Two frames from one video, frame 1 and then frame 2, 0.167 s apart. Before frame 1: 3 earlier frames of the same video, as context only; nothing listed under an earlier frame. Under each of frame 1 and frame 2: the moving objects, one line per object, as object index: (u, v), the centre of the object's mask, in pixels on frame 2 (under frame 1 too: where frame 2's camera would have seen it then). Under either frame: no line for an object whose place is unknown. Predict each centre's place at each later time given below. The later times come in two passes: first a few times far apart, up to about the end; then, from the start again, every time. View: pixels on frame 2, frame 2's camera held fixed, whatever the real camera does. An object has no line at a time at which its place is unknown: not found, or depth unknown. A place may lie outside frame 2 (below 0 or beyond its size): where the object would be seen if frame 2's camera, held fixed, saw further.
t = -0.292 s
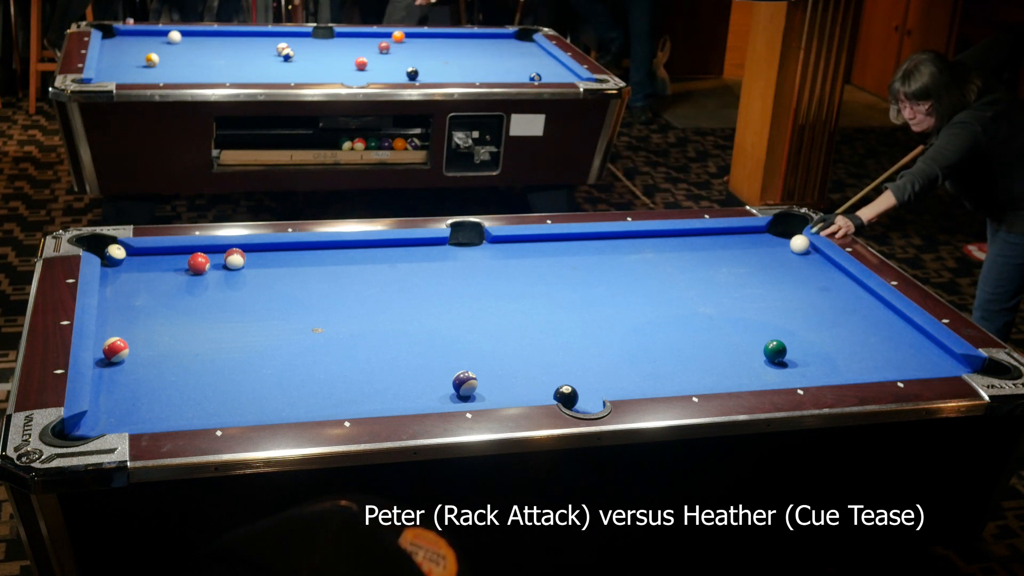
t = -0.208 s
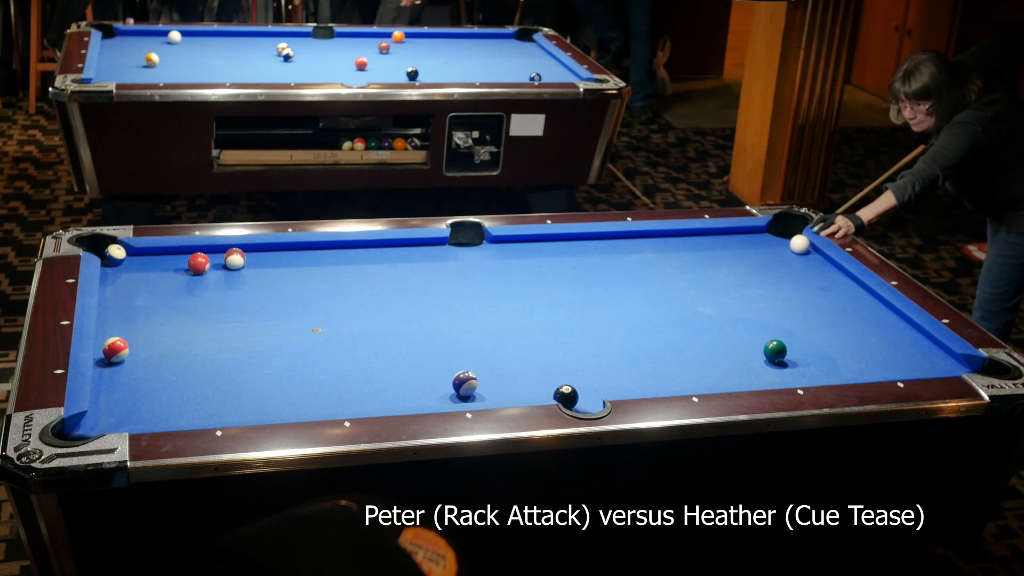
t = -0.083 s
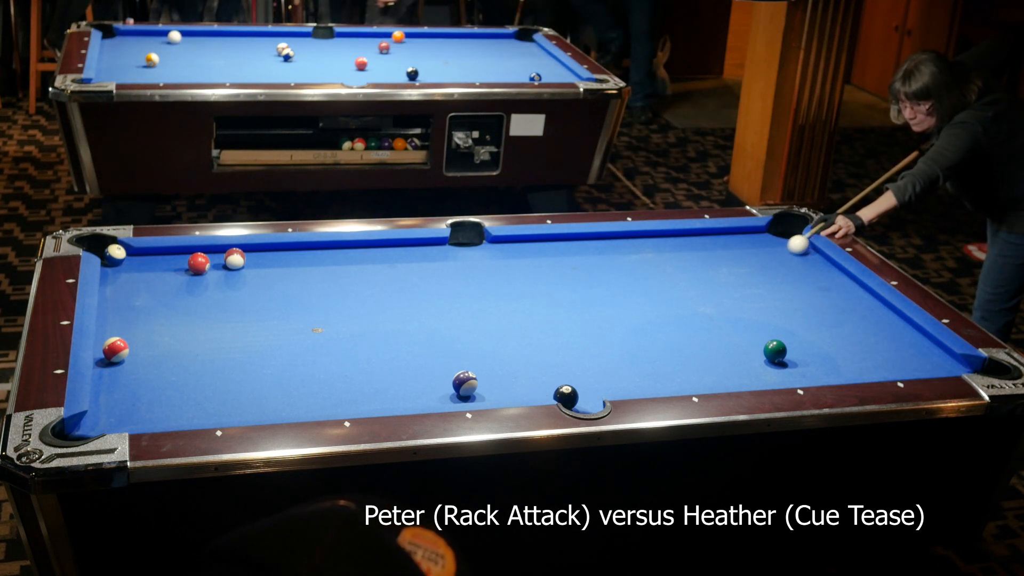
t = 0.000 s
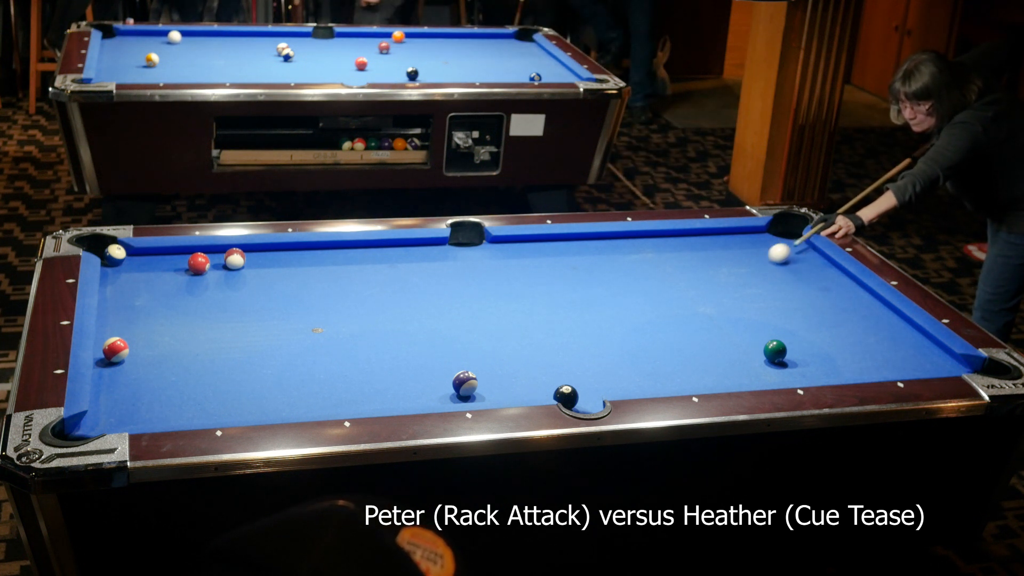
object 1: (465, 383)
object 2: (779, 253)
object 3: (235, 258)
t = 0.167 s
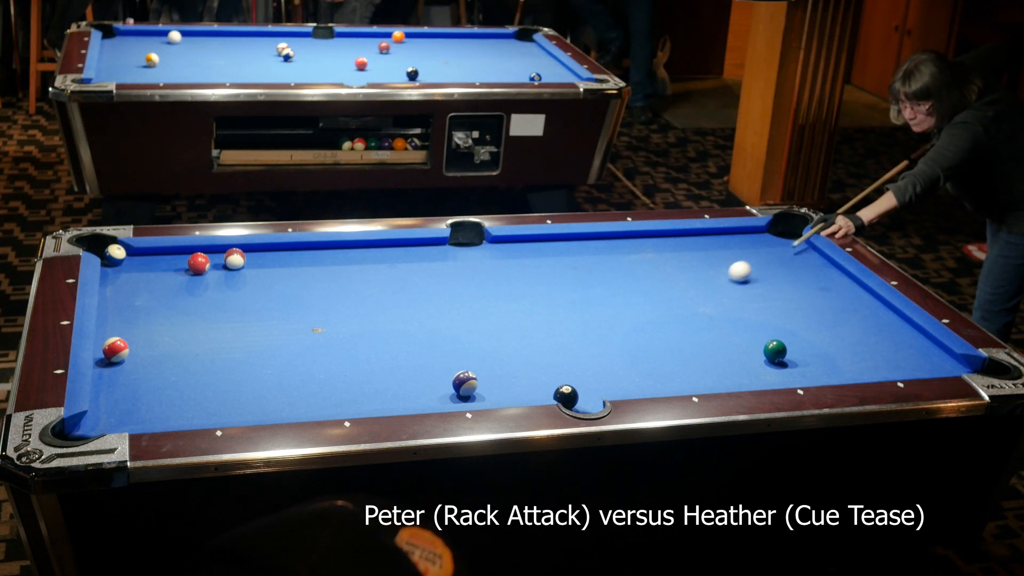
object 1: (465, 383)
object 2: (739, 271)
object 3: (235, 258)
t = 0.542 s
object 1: (465, 383)
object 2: (639, 316)
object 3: (235, 258)
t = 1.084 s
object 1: (443, 383)
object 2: (483, 394)
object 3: (235, 258)
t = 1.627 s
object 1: (331, 377)
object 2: (406, 357)
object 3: (235, 258)
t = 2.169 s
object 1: (235, 373)
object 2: (346, 324)
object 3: (235, 258)
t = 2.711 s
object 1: (157, 369)
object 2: (301, 298)
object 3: (235, 258)
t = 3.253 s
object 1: (113, 365)
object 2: (267, 277)
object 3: (235, 258)
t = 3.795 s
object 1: (141, 361)
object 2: (249, 264)
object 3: (230, 256)
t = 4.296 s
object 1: (158, 358)
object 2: (249, 262)
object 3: (220, 251)
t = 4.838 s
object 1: (166, 358)
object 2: (249, 262)
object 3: (218, 251)
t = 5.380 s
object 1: (166, 358)
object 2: (249, 262)
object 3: (219, 251)
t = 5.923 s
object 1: (166, 358)
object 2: (249, 262)
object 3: (219, 251)
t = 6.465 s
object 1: (166, 358)
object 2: (249, 262)
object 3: (219, 251)
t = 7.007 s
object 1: (166, 358)
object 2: (249, 262)
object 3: (219, 251)
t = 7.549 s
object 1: (166, 358)
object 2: (249, 262)
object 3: (219, 251)
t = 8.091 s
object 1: (166, 358)
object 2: (249, 262)
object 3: (219, 251)
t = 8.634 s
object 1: (166, 358)
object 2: (249, 262)
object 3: (219, 251)
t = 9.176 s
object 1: (166, 358)
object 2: (249, 262)
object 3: (219, 251)
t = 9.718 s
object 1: (166, 358)
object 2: (249, 262)
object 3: (219, 251)
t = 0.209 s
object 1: (465, 383)
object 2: (729, 276)
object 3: (235, 258)
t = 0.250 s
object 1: (465, 383)
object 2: (718, 281)
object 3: (235, 258)
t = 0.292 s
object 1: (465, 383)
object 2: (708, 285)
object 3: (235, 258)
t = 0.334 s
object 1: (465, 383)
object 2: (696, 290)
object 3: (235, 258)
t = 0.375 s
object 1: (465, 383)
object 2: (686, 295)
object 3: (235, 258)
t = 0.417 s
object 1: (465, 383)
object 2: (674, 301)
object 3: (235, 258)
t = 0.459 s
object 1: (465, 383)
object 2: (663, 305)
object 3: (235, 258)
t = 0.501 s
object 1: (465, 383)
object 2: (651, 311)
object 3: (235, 258)
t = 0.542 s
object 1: (465, 383)
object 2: (639, 316)
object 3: (235, 258)
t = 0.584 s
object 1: (465, 383)
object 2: (627, 322)
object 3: (235, 258)
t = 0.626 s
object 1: (465, 383)
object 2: (614, 327)
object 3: (235, 258)
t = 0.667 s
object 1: (465, 383)
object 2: (602, 333)
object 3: (235, 258)
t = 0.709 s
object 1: (465, 383)
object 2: (589, 340)
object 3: (235, 258)
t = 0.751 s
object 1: (465, 383)
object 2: (575, 346)
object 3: (235, 258)
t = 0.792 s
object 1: (465, 383)
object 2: (562, 351)
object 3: (235, 258)
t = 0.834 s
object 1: (465, 383)
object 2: (548, 358)
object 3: (235, 258)
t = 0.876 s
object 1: (465, 383)
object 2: (535, 364)
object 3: (235, 258)
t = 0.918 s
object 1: (465, 383)
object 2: (520, 371)
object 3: (235, 258)
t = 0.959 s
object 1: (465, 383)
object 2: (506, 378)
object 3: (235, 258)
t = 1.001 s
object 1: (465, 383)
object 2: (491, 385)
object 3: (235, 258)
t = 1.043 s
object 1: (453, 383)
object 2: (488, 390)
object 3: (235, 258)
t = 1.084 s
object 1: (443, 383)
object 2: (483, 394)
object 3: (235, 258)
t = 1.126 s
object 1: (433, 382)
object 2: (477, 392)
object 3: (235, 258)
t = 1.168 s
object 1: (424, 382)
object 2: (470, 390)
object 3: (235, 258)
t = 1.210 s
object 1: (415, 382)
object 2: (464, 388)
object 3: (235, 258)
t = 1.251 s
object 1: (406, 381)
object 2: (457, 384)
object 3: (235, 258)
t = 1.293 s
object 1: (397, 381)
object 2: (451, 381)
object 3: (235, 258)
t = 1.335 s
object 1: (389, 380)
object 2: (445, 378)
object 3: (235, 258)
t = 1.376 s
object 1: (380, 380)
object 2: (439, 375)
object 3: (235, 258)
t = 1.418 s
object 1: (372, 380)
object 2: (433, 372)
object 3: (235, 258)
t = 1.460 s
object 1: (364, 379)
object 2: (427, 369)
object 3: (235, 258)
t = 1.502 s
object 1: (355, 378)
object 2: (422, 365)
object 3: (235, 258)
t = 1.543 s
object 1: (347, 378)
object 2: (416, 363)
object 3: (235, 258)
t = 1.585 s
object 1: (339, 378)
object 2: (411, 360)
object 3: (235, 258)
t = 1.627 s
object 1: (331, 377)
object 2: (406, 357)
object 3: (235, 258)
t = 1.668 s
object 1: (323, 377)
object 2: (401, 354)
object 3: (235, 258)
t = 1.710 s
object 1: (315, 377)
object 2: (396, 351)
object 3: (235, 258)
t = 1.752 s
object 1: (308, 376)
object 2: (391, 349)
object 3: (235, 258)
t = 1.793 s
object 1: (300, 376)
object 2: (386, 346)
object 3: (235, 258)
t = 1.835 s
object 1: (293, 376)
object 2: (381, 343)
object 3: (235, 258)
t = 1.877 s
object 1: (285, 375)
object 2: (377, 341)
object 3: (235, 258)
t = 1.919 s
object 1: (278, 375)
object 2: (372, 338)
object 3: (235, 258)
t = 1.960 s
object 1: (270, 375)
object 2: (367, 336)
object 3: (235, 258)
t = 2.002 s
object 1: (263, 374)
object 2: (363, 333)
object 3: (235, 258)
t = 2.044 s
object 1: (256, 374)
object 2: (359, 331)
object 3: (235, 258)
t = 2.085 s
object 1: (249, 374)
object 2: (355, 328)
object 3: (235, 258)
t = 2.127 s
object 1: (242, 373)
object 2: (351, 326)
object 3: (235, 258)
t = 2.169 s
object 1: (235, 373)
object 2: (346, 324)
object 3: (235, 258)
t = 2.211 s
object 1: (229, 373)
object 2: (342, 322)
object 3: (235, 258)
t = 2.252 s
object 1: (222, 372)
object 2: (338, 319)
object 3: (235, 258)
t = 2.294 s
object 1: (216, 372)
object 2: (335, 317)
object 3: (235, 258)
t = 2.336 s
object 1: (210, 372)
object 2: (331, 315)
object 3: (235, 258)
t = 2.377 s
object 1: (204, 371)
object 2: (327, 313)
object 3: (235, 258)
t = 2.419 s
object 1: (197, 371)
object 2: (324, 311)
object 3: (235, 258)
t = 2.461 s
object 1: (191, 371)
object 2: (320, 309)
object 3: (235, 258)
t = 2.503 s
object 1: (185, 370)
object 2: (317, 307)
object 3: (235, 258)
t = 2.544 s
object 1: (179, 370)
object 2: (313, 305)
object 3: (235, 258)
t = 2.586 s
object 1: (174, 370)
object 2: (310, 303)
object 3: (235, 258)
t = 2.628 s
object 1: (168, 370)
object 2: (307, 301)
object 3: (235, 258)
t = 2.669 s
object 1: (162, 370)
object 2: (304, 299)
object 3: (235, 258)
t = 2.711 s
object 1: (157, 369)
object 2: (301, 298)
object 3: (235, 258)
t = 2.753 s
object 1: (151, 369)
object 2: (297, 296)
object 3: (235, 258)
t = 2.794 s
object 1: (146, 369)
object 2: (295, 294)
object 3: (235, 258)
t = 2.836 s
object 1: (141, 369)
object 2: (292, 293)
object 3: (235, 258)
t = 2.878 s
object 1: (136, 369)
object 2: (289, 291)
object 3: (235, 258)
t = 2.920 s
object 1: (131, 368)
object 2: (286, 289)
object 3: (235, 258)
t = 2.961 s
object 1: (127, 368)
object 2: (284, 288)
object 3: (235, 258)
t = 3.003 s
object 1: (122, 368)
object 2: (281, 286)
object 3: (235, 258)
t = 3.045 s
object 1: (116, 367)
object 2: (279, 284)
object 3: (235, 258)
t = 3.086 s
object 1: (112, 367)
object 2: (276, 283)
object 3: (235, 258)
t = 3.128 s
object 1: (107, 367)
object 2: (274, 282)
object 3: (235, 258)
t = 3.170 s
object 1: (107, 366)
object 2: (271, 280)
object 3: (235, 258)
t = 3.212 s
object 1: (110, 365)
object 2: (269, 279)
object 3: (235, 258)
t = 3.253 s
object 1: (113, 365)
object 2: (267, 277)
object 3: (235, 258)
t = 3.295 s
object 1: (115, 365)
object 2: (265, 276)
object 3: (235, 258)
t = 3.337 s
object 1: (118, 364)
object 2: (263, 274)
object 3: (235, 258)
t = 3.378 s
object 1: (121, 364)
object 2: (261, 273)
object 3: (235, 258)
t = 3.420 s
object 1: (123, 364)
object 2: (259, 272)
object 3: (235, 258)
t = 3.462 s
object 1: (125, 364)
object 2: (257, 270)
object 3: (235, 258)
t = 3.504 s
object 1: (128, 364)
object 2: (255, 269)
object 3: (235, 258)
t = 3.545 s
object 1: (130, 363)
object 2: (254, 268)
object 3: (234, 258)
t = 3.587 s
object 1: (132, 363)
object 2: (252, 267)
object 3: (234, 258)
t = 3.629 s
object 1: (134, 363)
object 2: (250, 266)
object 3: (233, 258)
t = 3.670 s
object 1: (136, 363)
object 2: (248, 265)
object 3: (233, 257)
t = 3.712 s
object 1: (138, 362)
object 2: (249, 264)
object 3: (232, 257)
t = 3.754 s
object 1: (139, 362)
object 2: (248, 264)
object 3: (231, 257)
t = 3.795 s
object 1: (141, 361)
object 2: (249, 264)
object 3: (230, 256)
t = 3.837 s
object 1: (143, 361)
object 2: (249, 263)
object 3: (229, 255)
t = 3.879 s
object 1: (145, 360)
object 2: (249, 263)
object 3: (229, 255)
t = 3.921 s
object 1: (146, 360)
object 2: (249, 263)
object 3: (227, 255)
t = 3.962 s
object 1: (148, 360)
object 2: (249, 262)
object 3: (226, 254)
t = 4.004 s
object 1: (149, 359)
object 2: (249, 262)
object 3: (225, 254)
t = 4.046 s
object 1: (151, 359)
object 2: (249, 262)
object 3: (224, 253)
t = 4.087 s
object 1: (152, 359)
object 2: (249, 262)
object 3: (224, 253)
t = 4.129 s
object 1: (153, 359)
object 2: (249, 262)
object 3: (223, 253)
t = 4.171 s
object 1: (155, 358)
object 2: (249, 262)
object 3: (222, 252)
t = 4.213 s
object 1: (156, 358)
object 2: (249, 261)
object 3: (221, 252)
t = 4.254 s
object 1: (157, 358)
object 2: (249, 261)
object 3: (221, 252)
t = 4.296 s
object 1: (158, 358)
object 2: (249, 262)
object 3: (220, 251)
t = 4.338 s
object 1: (159, 358)
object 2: (249, 262)
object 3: (220, 251)
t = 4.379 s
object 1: (160, 358)
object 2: (249, 262)
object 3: (219, 251)
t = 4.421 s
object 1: (161, 358)
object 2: (249, 262)
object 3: (218, 251)
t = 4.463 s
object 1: (162, 358)
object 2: (249, 262)
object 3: (218, 250)
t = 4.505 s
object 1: (163, 358)
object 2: (249, 262)
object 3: (218, 250)
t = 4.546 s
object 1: (163, 358)
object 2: (249, 262)
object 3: (217, 250)
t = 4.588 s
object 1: (164, 358)
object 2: (249, 262)
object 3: (217, 251)
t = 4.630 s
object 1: (165, 358)
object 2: (249, 262)
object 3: (217, 251)
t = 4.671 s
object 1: (165, 358)
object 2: (249, 262)
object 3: (218, 251)
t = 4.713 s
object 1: (166, 358)
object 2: (249, 262)
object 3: (218, 251)
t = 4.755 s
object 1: (166, 358)
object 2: (249, 262)
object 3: (218, 251)
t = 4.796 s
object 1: (166, 358)
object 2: (249, 262)
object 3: (218, 251)
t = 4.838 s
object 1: (166, 358)
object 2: (249, 262)
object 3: (218, 251)
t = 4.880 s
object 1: (166, 358)
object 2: (249, 262)
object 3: (218, 251)
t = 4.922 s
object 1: (166, 358)
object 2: (249, 262)
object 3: (219, 251)
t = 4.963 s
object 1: (167, 358)
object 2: (249, 262)
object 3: (219, 251)
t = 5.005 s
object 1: (166, 358)
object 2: (249, 262)
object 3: (219, 251)
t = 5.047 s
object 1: (166, 358)
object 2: (249, 262)
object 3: (219, 251)
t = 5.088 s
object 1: (166, 358)
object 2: (249, 262)
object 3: (219, 251)
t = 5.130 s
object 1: (166, 358)
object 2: (249, 262)
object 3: (219, 251)
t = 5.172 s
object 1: (166, 358)
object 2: (249, 262)
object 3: (219, 251)
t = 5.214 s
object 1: (166, 358)
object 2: (249, 262)
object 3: (219, 251)
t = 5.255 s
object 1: (166, 358)
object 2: (249, 262)
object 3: (219, 251)
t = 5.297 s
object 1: (166, 358)
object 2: (249, 262)
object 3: (219, 251)
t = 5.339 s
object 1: (166, 358)
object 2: (249, 262)
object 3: (219, 251)
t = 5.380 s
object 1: (166, 358)
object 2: (249, 262)
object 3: (219, 251)
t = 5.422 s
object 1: (166, 358)
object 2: (249, 262)
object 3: (219, 251)
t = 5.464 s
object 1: (166, 358)
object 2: (249, 262)
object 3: (219, 251)
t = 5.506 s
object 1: (166, 358)
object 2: (249, 262)
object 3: (219, 251)
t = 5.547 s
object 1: (166, 358)
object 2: (249, 262)
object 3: (219, 251)
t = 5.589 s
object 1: (166, 358)
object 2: (249, 262)
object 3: (219, 251)
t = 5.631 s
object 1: (166, 358)
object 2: (249, 262)
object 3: (219, 251)
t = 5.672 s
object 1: (166, 358)
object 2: (249, 262)
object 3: (219, 251)
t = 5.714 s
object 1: (166, 358)
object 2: (249, 262)
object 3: (219, 251)
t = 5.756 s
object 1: (166, 358)
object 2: (249, 262)
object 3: (219, 251)
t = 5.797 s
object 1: (166, 358)
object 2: (249, 262)
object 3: (219, 251)
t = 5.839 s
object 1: (166, 358)
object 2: (249, 262)
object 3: (219, 251)
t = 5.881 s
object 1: (166, 358)
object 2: (249, 262)
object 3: (219, 251)
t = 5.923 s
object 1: (166, 358)
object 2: (249, 262)
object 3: (219, 251)
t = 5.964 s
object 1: (166, 358)
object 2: (249, 262)
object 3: (219, 251)
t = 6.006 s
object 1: (167, 358)
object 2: (249, 262)
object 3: (219, 251)
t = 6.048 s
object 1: (166, 358)
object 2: (249, 262)
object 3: (219, 251)
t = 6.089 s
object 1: (166, 359)
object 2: (249, 262)
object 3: (219, 251)
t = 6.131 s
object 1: (166, 358)
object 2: (249, 262)
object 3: (219, 251)
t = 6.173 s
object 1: (166, 358)
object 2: (249, 262)
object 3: (219, 251)
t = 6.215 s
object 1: (166, 358)
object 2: (249, 262)
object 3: (219, 251)
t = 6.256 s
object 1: (166, 358)
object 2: (249, 262)
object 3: (219, 251)
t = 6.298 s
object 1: (166, 358)
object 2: (249, 262)
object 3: (219, 251)
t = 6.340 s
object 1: (166, 358)
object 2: (249, 262)
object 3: (219, 251)
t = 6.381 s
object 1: (166, 358)
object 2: (249, 262)
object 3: (219, 251)
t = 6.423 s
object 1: (166, 358)
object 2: (249, 262)
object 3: (219, 251)
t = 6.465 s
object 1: (166, 358)
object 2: (249, 262)
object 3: (219, 251)
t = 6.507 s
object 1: (166, 358)
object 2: (249, 262)
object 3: (219, 251)
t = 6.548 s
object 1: (166, 358)
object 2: (249, 262)
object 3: (219, 251)
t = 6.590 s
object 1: (166, 358)
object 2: (249, 262)
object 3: (219, 251)
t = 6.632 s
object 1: (166, 358)
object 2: (249, 262)
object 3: (219, 251)
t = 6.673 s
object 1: (166, 358)
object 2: (249, 262)
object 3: (219, 251)
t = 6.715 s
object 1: (166, 358)
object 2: (249, 262)
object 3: (219, 251)
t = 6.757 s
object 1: (166, 358)
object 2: (249, 262)
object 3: (219, 251)
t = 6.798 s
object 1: (166, 358)
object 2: (249, 262)
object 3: (219, 251)
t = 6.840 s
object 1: (166, 358)
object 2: (249, 262)
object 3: (219, 251)
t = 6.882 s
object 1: (166, 358)
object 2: (249, 262)
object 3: (219, 251)
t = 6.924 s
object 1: (166, 358)
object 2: (249, 262)
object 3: (219, 251)
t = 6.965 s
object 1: (166, 358)
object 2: (249, 262)
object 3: (219, 251)
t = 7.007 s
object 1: (166, 358)
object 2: (249, 262)
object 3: (219, 251)
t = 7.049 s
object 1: (166, 358)
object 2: (249, 262)
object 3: (219, 251)
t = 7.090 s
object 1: (166, 358)
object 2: (249, 262)
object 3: (219, 251)
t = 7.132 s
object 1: (166, 358)
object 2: (249, 262)
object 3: (219, 251)
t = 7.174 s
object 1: (166, 358)
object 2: (249, 262)
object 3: (219, 251)
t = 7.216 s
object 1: (166, 358)
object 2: (249, 262)
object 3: (219, 251)
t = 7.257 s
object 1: (166, 358)
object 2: (249, 262)
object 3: (219, 251)
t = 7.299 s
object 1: (166, 358)
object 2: (249, 262)
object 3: (219, 251)
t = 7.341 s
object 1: (166, 358)
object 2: (249, 262)
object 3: (219, 251)
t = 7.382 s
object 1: (166, 358)
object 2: (249, 262)
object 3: (219, 251)
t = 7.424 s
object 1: (166, 358)
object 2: (249, 262)
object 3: (219, 251)
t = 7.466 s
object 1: (166, 358)
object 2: (249, 262)
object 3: (219, 251)
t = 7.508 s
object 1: (166, 358)
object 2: (249, 262)
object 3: (219, 251)
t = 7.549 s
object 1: (166, 358)
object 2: (249, 262)
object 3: (219, 251)
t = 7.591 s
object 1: (167, 358)
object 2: (249, 262)
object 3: (219, 251)
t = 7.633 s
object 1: (166, 358)
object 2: (249, 262)
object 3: (219, 251)
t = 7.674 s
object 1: (166, 358)
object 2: (249, 262)
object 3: (219, 251)
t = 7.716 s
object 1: (166, 358)
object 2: (249, 262)
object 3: (219, 251)
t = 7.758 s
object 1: (166, 358)
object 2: (249, 262)
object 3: (219, 251)
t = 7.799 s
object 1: (166, 358)
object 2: (249, 262)
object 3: (219, 251)
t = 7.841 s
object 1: (166, 358)
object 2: (249, 262)
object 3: (219, 251)
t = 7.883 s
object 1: (166, 358)
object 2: (249, 262)
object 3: (219, 251)
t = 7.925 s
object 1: (166, 358)
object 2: (249, 262)
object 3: (219, 251)
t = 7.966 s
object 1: (166, 358)
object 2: (249, 262)
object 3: (219, 251)
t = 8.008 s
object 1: (166, 358)
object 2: (249, 262)
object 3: (219, 251)
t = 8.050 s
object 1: (166, 358)
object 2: (249, 262)
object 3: (219, 251)
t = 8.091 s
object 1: (166, 358)
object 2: (249, 262)
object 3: (219, 251)
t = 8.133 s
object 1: (166, 358)
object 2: (249, 262)
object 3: (219, 251)
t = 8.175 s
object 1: (166, 358)
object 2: (249, 262)
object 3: (219, 251)
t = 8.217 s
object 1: (166, 358)
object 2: (249, 262)
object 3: (219, 251)
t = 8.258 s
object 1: (166, 358)
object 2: (249, 262)
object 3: (219, 251)
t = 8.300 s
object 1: (166, 358)
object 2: (249, 262)
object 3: (219, 251)
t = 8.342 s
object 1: (166, 358)
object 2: (249, 262)
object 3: (219, 251)
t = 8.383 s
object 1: (166, 358)
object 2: (249, 262)
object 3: (219, 251)
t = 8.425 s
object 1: (166, 358)
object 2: (249, 262)
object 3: (219, 251)
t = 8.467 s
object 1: (166, 358)
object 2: (249, 262)
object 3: (219, 251)
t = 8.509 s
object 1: (166, 358)
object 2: (249, 262)
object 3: (219, 251)
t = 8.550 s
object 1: (166, 358)
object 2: (249, 262)
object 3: (219, 251)
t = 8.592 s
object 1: (166, 358)
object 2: (249, 262)
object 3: (219, 251)
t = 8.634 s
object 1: (166, 358)
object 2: (249, 262)
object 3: (219, 251)
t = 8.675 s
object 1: (166, 358)
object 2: (249, 262)
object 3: (219, 251)
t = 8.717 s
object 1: (166, 358)
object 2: (249, 262)
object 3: (219, 251)
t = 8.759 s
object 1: (166, 358)
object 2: (249, 262)
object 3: (219, 251)
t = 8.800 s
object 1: (166, 358)
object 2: (249, 262)
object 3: (219, 251)
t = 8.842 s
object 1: (166, 358)
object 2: (249, 262)
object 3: (219, 251)
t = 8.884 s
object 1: (166, 358)
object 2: (249, 262)
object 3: (219, 251)
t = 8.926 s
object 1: (166, 358)
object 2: (249, 262)
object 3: (219, 251)
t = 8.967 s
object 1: (166, 358)
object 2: (249, 262)
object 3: (219, 251)
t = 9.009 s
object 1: (166, 358)
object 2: (249, 262)
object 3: (219, 251)
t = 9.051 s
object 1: (166, 358)
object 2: (249, 262)
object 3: (219, 251)
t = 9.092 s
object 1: (166, 358)
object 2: (249, 262)
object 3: (219, 251)
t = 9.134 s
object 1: (166, 358)
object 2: (249, 262)
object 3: (219, 251)
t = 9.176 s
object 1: (166, 358)
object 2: (249, 262)
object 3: (219, 251)
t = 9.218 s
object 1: (166, 358)
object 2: (249, 262)
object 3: (219, 251)
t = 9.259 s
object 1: (166, 358)
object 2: (249, 262)
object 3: (219, 251)
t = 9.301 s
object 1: (166, 358)
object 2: (249, 262)
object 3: (219, 251)
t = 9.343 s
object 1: (166, 358)
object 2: (249, 262)
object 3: (219, 251)
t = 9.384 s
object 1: (166, 358)
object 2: (249, 262)
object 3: (219, 251)
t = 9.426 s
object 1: (166, 358)
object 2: (249, 262)
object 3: (219, 251)
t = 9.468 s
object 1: (166, 358)
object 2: (249, 262)
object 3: (219, 251)
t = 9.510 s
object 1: (166, 358)
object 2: (249, 262)
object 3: (219, 251)
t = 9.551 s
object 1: (166, 358)
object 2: (249, 262)
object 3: (219, 251)
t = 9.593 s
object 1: (166, 358)
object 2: (249, 262)
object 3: (219, 251)
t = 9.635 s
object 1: (166, 358)
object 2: (249, 262)
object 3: (219, 251)
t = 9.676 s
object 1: (166, 358)
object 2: (249, 262)
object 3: (219, 251)
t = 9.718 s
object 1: (166, 358)
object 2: (249, 262)
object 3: (219, 251)
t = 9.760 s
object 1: (166, 358)
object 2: (249, 262)
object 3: (219, 251)
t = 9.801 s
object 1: (166, 358)
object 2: (249, 262)
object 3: (219, 251)
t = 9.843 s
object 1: (166, 358)
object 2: (249, 262)
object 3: (219, 251)
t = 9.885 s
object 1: (166, 358)
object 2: (249, 262)
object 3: (219, 251)
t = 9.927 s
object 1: (166, 358)
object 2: (249, 262)
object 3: (219, 251)
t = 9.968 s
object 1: (166, 358)
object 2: (249, 262)
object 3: (219, 251)
